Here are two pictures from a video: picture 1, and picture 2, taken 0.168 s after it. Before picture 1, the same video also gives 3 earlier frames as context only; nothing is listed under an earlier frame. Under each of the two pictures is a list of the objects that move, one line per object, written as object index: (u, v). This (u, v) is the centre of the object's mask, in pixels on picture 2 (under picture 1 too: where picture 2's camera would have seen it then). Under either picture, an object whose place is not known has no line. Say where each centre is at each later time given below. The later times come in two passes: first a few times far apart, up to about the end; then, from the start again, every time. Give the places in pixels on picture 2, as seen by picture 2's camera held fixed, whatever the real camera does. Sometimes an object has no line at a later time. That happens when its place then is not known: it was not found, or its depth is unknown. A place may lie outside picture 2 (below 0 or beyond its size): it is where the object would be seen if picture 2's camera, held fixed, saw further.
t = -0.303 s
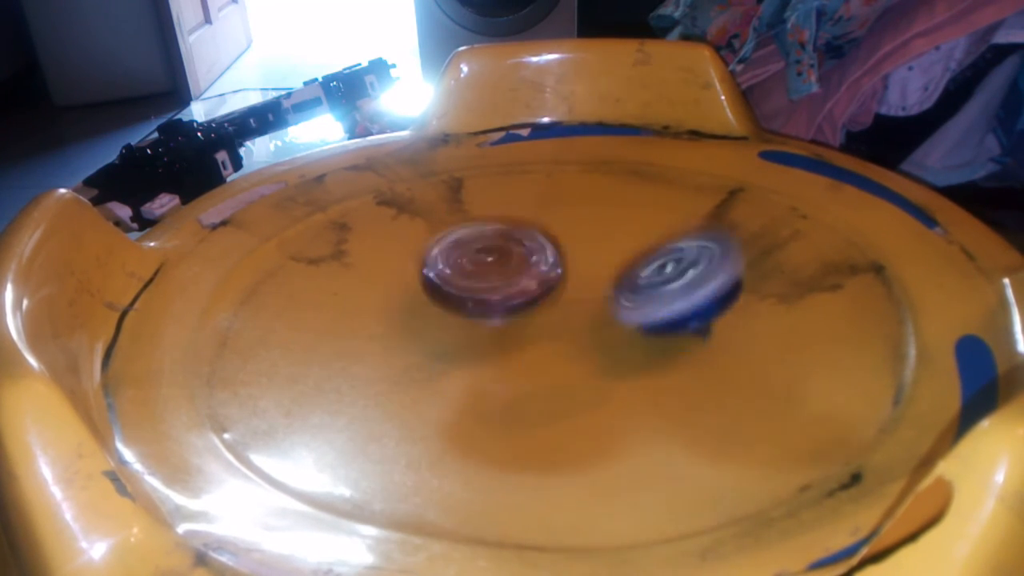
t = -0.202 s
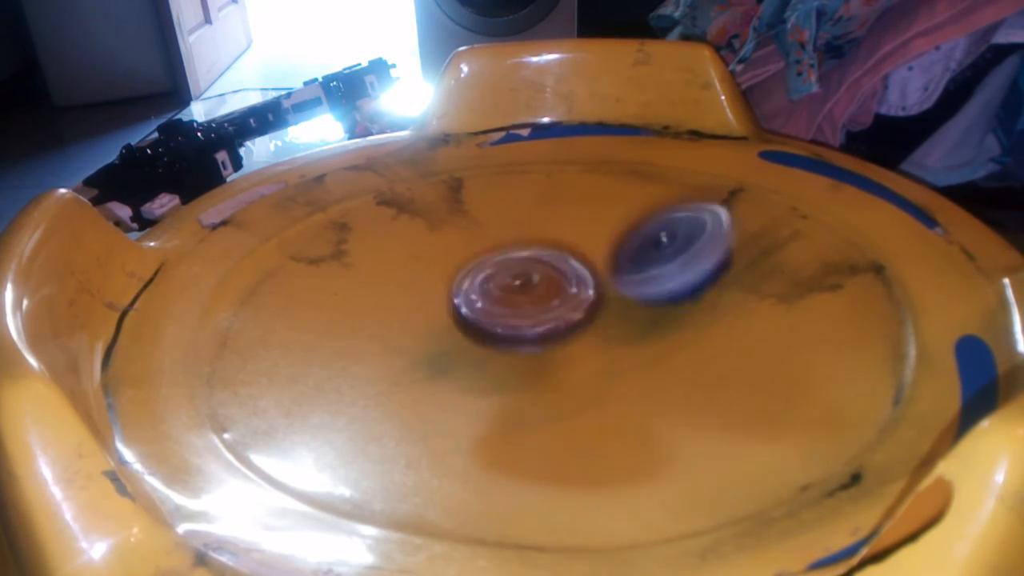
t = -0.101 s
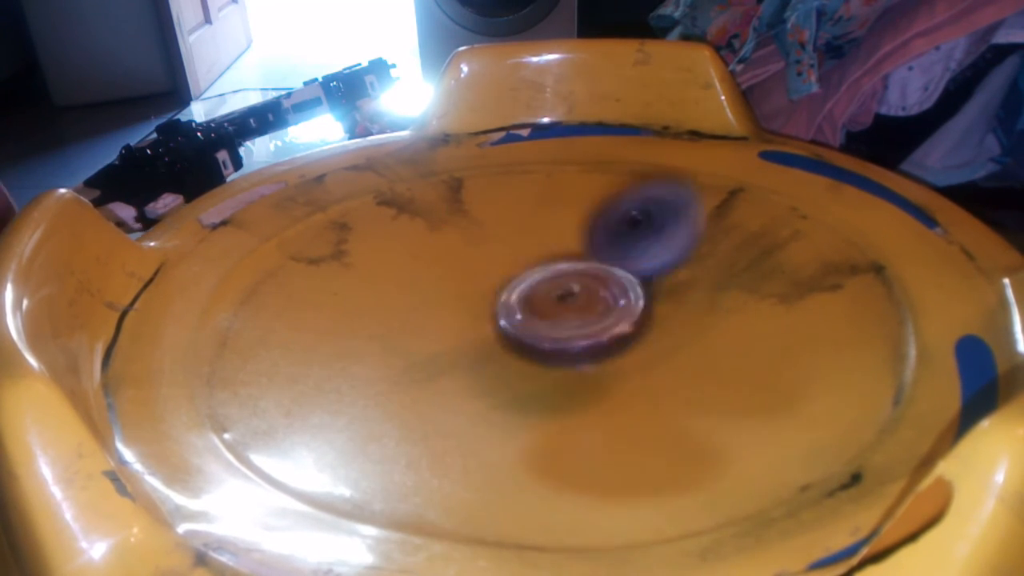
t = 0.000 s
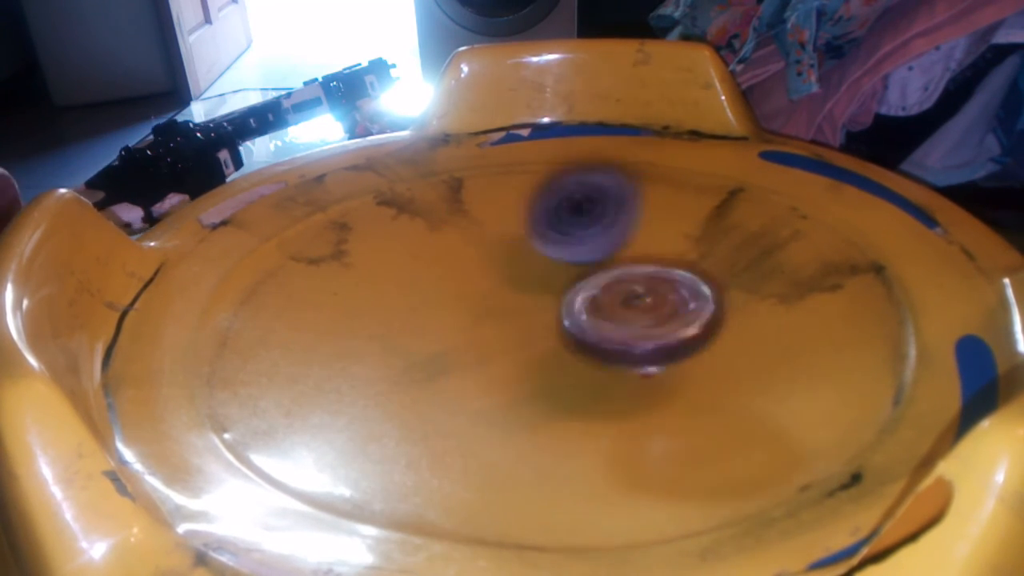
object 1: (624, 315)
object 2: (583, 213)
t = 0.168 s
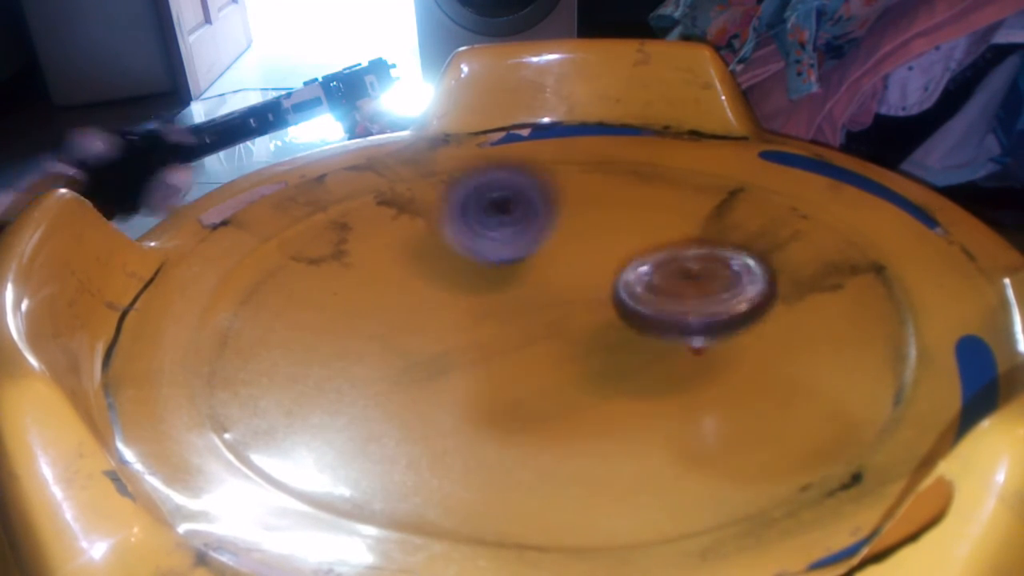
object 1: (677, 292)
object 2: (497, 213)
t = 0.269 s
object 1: (658, 277)
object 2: (452, 222)
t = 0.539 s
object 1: (525, 274)
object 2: (379, 300)
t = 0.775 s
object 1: (517, 292)
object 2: (449, 369)
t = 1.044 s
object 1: (548, 274)
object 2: (627, 353)
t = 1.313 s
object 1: (487, 266)
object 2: (663, 272)
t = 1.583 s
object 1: (485, 308)
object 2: (543, 231)
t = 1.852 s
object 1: (576, 290)
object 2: (439, 276)
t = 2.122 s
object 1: (560, 251)
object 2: (502, 346)
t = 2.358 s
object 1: (494, 270)
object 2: (632, 330)
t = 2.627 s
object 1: (496, 318)
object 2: (635, 262)
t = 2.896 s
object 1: (556, 309)
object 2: (501, 240)
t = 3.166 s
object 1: (636, 300)
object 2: (370, 258)
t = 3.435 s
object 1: (617, 280)
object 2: (420, 331)
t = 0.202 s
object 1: (673, 285)
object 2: (483, 214)
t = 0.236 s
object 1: (663, 280)
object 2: (467, 218)
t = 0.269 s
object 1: (658, 277)
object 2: (452, 222)
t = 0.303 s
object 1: (640, 273)
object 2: (440, 227)
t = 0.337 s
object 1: (619, 270)
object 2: (428, 236)
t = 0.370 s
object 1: (599, 269)
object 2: (419, 243)
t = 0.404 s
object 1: (586, 271)
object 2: (410, 251)
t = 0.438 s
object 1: (561, 270)
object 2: (405, 260)
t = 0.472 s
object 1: (545, 272)
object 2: (400, 273)
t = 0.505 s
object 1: (531, 273)
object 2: (390, 286)
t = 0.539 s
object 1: (525, 274)
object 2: (379, 300)
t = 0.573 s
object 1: (516, 276)
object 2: (375, 308)
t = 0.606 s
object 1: (508, 280)
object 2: (380, 319)
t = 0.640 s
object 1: (504, 283)
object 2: (387, 332)
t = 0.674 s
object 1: (505, 286)
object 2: (396, 343)
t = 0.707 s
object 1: (509, 289)
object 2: (410, 353)
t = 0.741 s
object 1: (513, 291)
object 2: (431, 363)
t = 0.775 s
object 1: (517, 292)
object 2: (449, 369)
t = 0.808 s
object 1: (525, 291)
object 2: (469, 375)
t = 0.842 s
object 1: (532, 289)
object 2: (496, 377)
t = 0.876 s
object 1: (538, 286)
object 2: (519, 380)
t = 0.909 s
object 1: (540, 284)
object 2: (544, 379)
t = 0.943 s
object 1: (545, 281)
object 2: (568, 374)
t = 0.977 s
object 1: (547, 280)
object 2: (590, 370)
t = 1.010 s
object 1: (548, 276)
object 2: (610, 362)
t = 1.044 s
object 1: (548, 274)
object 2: (627, 353)
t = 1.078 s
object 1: (547, 273)
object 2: (641, 343)
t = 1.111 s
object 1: (544, 269)
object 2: (655, 334)
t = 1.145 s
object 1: (537, 266)
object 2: (662, 325)
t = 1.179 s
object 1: (529, 264)
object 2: (667, 313)
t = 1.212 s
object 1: (522, 263)
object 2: (669, 302)
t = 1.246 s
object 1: (513, 264)
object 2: (666, 291)
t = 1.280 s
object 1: (500, 263)
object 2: (666, 282)
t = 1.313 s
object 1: (487, 266)
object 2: (663, 272)
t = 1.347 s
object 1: (476, 268)
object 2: (651, 265)
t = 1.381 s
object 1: (467, 273)
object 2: (639, 259)
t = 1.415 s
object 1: (459, 279)
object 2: (626, 253)
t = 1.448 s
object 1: (458, 284)
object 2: (608, 248)
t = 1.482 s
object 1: (457, 290)
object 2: (593, 244)
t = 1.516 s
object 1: (461, 297)
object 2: (577, 242)
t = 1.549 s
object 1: (470, 303)
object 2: (562, 235)
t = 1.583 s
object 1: (485, 308)
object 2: (543, 231)
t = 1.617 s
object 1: (492, 310)
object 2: (523, 230)
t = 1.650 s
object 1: (508, 312)
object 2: (505, 231)
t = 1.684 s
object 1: (524, 312)
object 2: (487, 237)
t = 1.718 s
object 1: (534, 309)
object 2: (473, 244)
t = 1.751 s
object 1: (548, 305)
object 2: (462, 250)
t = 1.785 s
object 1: (560, 302)
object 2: (453, 258)
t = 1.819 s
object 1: (569, 297)
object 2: (445, 265)
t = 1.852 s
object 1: (576, 290)
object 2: (439, 276)
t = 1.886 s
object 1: (583, 284)
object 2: (436, 284)
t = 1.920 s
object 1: (586, 278)
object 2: (436, 295)
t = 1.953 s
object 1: (591, 273)
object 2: (438, 304)
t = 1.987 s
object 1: (586, 267)
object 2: (444, 315)
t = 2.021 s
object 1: (582, 262)
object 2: (455, 327)
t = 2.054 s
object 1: (576, 257)
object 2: (466, 335)
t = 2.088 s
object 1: (570, 254)
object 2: (484, 342)
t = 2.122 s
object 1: (560, 251)
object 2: (502, 346)
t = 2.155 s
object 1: (549, 250)
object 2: (523, 351)
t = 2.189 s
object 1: (541, 250)
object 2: (544, 351)
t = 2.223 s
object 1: (529, 251)
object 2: (563, 353)
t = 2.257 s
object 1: (517, 255)
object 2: (583, 349)
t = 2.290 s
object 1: (509, 259)
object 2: (601, 343)
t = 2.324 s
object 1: (502, 264)
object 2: (618, 338)
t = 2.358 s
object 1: (494, 270)
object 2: (632, 330)
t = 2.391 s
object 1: (491, 278)
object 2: (643, 322)
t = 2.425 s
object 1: (488, 283)
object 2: (651, 312)
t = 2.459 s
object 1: (486, 291)
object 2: (654, 301)
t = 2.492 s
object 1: (487, 298)
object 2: (657, 292)
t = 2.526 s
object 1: (487, 303)
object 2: (660, 283)
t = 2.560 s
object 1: (486, 309)
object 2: (654, 277)
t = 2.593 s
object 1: (492, 315)
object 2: (646, 269)
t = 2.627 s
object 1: (496, 318)
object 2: (635, 262)
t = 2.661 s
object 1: (502, 322)
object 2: (620, 256)
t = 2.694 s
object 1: (512, 325)
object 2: (606, 249)
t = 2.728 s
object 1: (521, 323)
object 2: (588, 244)
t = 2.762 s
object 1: (529, 321)
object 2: (571, 238)
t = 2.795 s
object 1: (538, 319)
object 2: (554, 237)
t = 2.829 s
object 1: (544, 315)
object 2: (534, 236)
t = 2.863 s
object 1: (550, 312)
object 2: (518, 236)
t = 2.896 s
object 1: (556, 309)
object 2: (501, 240)
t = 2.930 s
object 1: (558, 306)
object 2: (488, 243)
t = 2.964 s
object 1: (560, 302)
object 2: (475, 249)
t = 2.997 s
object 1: (563, 299)
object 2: (462, 254)
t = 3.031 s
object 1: (583, 301)
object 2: (437, 250)
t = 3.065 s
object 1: (599, 303)
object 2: (409, 246)
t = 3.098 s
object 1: (609, 301)
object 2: (392, 246)
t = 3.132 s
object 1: (623, 302)
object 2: (378, 251)
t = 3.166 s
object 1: (636, 300)
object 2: (370, 258)
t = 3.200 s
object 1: (641, 297)
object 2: (364, 267)
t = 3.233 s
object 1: (651, 296)
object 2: (361, 274)
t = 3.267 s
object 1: (651, 291)
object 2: (363, 286)
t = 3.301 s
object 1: (649, 288)
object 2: (366, 294)
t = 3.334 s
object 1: (647, 285)
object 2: (376, 307)
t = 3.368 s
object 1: (638, 282)
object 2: (387, 314)
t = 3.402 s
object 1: (633, 282)
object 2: (402, 324)
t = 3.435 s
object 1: (617, 280)
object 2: (420, 331)
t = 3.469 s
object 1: (606, 281)
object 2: (441, 337)
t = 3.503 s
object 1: (591, 278)
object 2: (466, 338)
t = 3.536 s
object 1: (581, 280)
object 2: (484, 344)
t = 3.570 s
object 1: (583, 266)
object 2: (482, 351)
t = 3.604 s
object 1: (586, 256)
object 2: (469, 359)
